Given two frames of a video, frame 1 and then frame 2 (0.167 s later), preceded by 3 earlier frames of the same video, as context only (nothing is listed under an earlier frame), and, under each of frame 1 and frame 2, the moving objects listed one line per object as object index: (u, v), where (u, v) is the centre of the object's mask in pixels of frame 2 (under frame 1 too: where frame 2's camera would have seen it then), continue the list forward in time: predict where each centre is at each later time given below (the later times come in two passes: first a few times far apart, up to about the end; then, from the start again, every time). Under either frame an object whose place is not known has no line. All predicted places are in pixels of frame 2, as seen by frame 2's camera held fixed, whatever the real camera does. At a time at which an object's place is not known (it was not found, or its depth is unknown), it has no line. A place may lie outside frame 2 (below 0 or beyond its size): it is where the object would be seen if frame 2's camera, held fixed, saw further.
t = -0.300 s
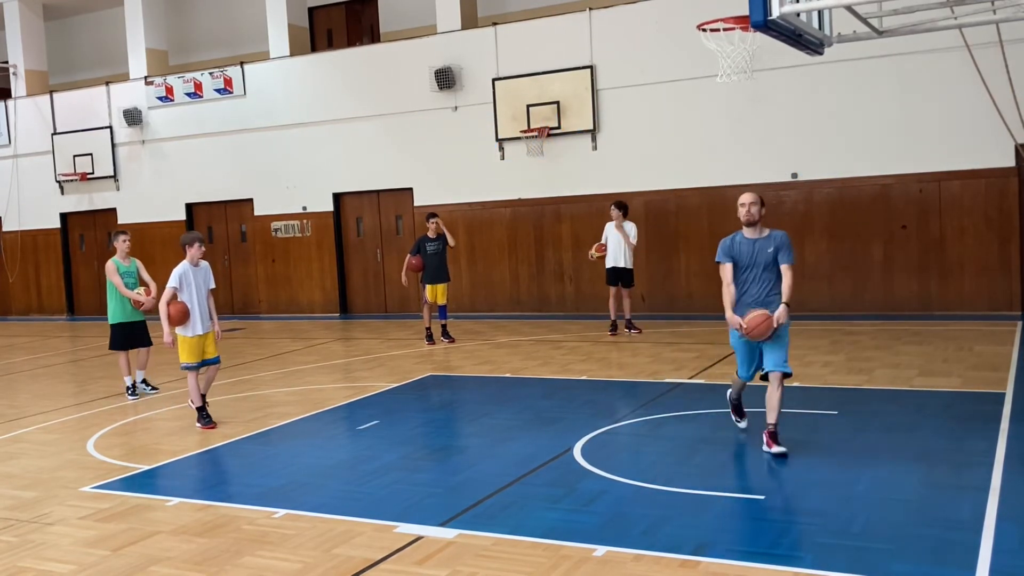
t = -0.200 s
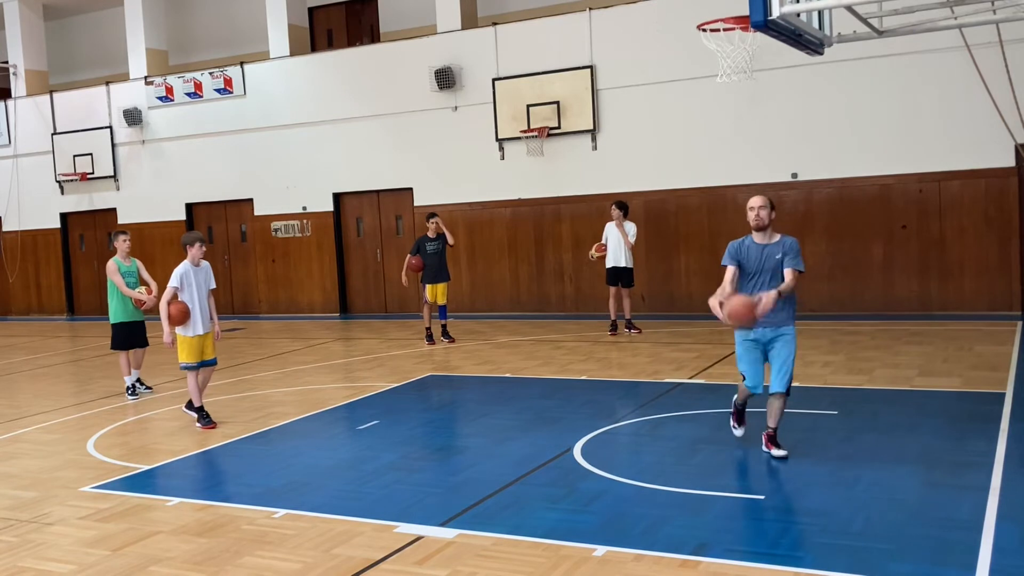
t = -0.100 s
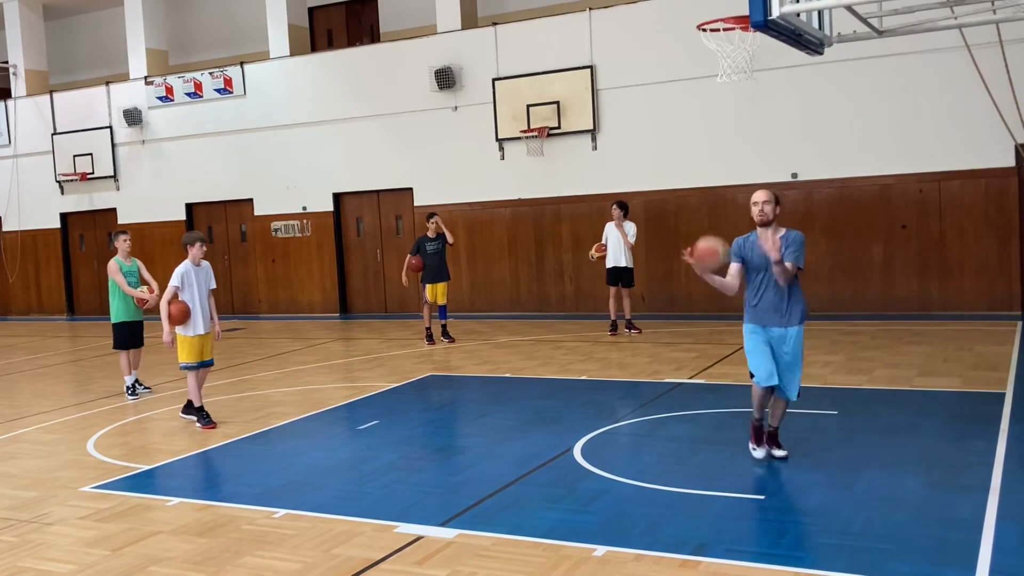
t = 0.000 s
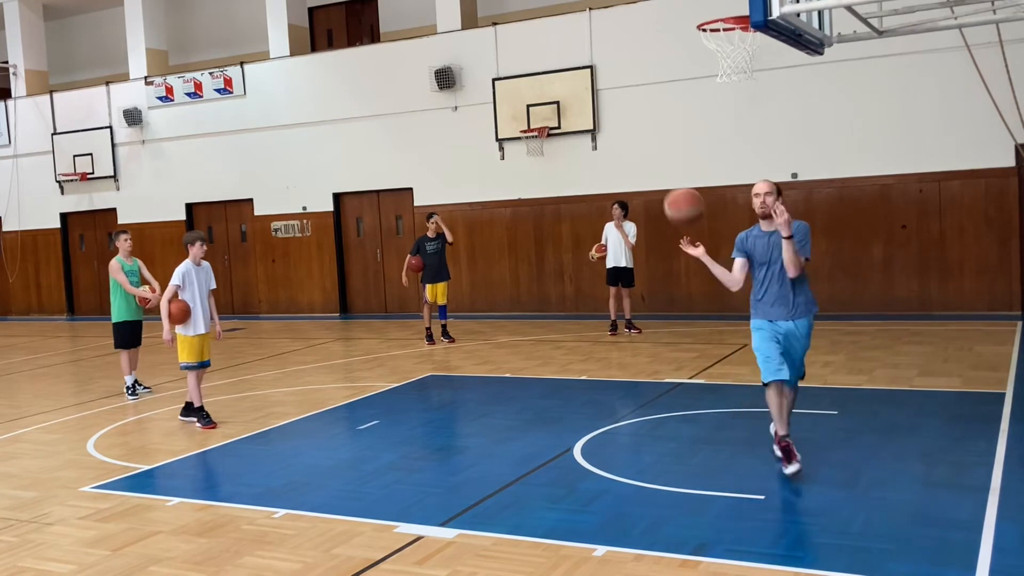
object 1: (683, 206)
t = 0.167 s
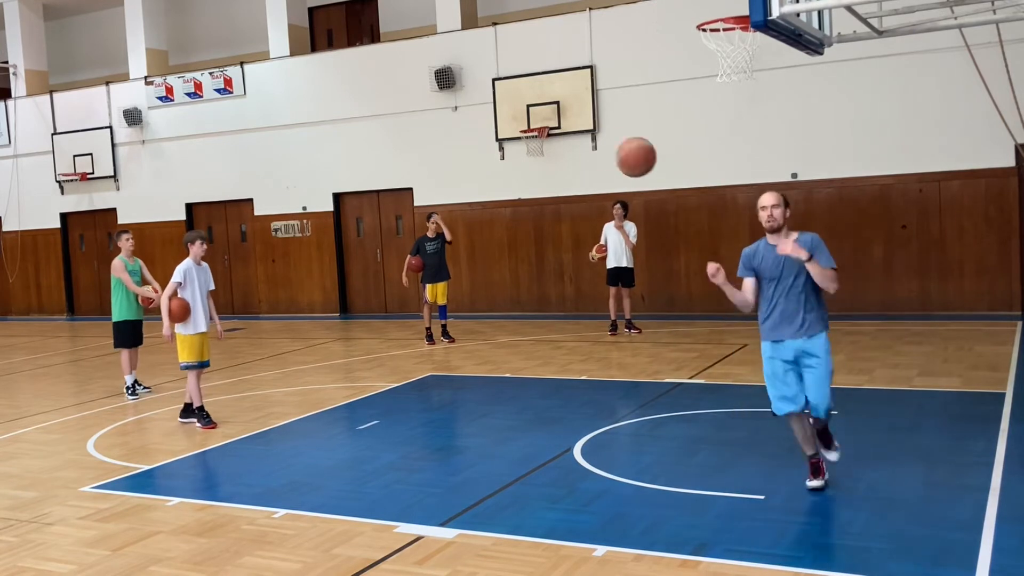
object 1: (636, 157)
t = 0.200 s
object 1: (626, 152)
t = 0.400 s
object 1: (568, 161)
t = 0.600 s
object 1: (507, 240)
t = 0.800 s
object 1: (446, 400)
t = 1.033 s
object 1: (393, 493)
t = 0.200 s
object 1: (626, 152)
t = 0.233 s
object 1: (617, 149)
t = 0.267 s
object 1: (607, 148)
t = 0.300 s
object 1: (597, 148)
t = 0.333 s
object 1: (587, 150)
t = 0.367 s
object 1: (578, 155)
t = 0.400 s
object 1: (568, 161)
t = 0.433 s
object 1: (558, 169)
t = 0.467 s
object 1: (548, 179)
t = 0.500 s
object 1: (537, 191)
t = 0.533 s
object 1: (527, 207)
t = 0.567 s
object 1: (517, 221)
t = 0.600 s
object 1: (507, 240)
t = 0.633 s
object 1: (496, 261)
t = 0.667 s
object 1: (487, 284)
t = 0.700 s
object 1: (478, 309)
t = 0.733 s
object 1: (467, 337)
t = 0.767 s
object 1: (456, 368)
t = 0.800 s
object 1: (446, 400)
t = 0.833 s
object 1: (436, 434)
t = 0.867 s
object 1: (426, 471)
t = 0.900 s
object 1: (415, 510)
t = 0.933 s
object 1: (405, 553)
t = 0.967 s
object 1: (399, 553)
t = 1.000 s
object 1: (396, 520)
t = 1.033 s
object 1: (393, 493)
